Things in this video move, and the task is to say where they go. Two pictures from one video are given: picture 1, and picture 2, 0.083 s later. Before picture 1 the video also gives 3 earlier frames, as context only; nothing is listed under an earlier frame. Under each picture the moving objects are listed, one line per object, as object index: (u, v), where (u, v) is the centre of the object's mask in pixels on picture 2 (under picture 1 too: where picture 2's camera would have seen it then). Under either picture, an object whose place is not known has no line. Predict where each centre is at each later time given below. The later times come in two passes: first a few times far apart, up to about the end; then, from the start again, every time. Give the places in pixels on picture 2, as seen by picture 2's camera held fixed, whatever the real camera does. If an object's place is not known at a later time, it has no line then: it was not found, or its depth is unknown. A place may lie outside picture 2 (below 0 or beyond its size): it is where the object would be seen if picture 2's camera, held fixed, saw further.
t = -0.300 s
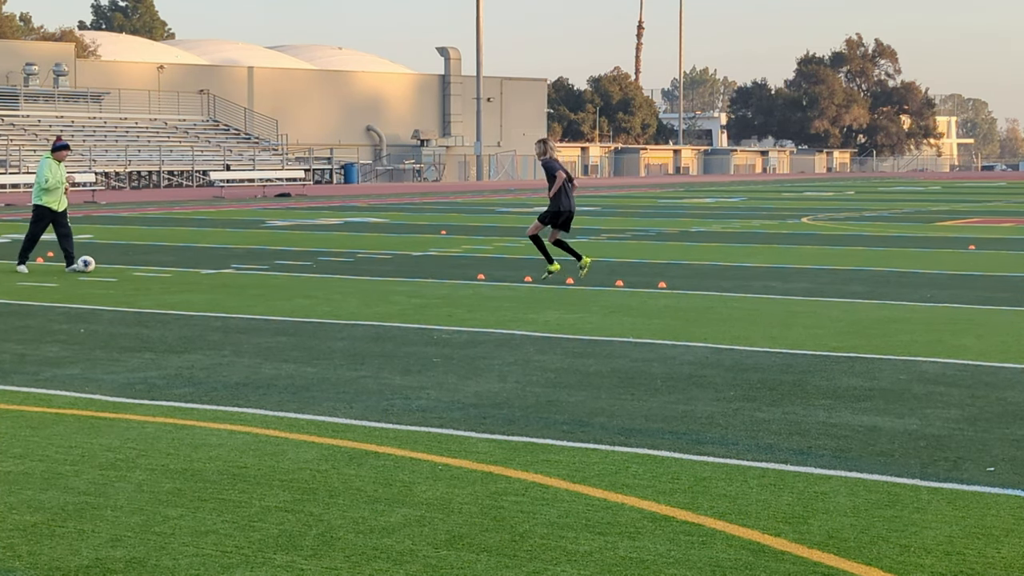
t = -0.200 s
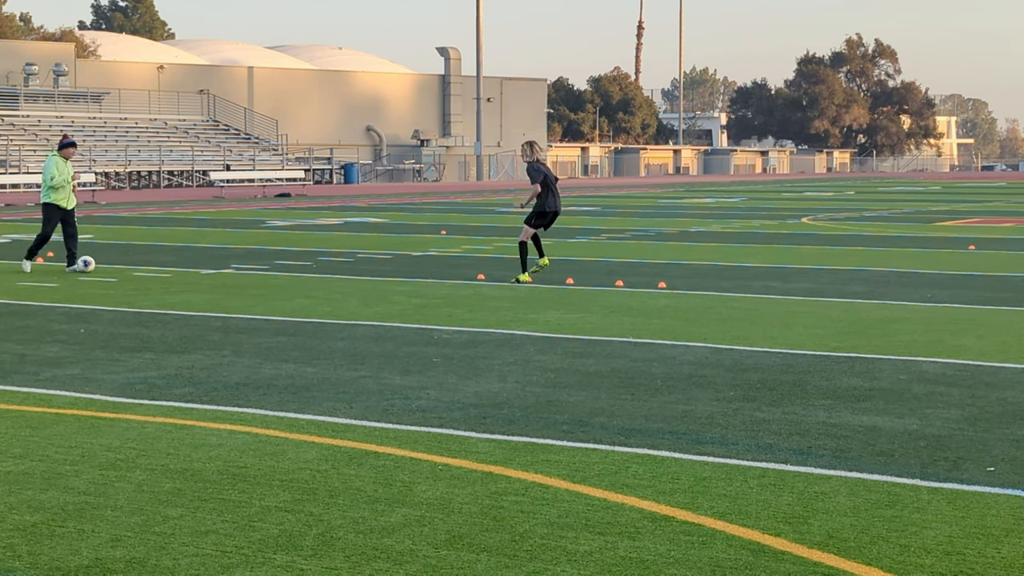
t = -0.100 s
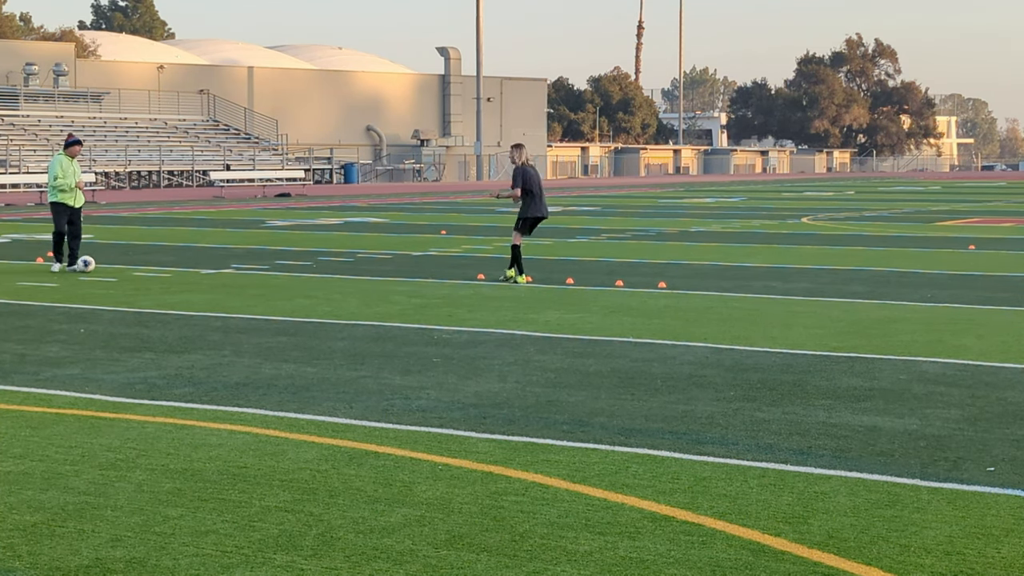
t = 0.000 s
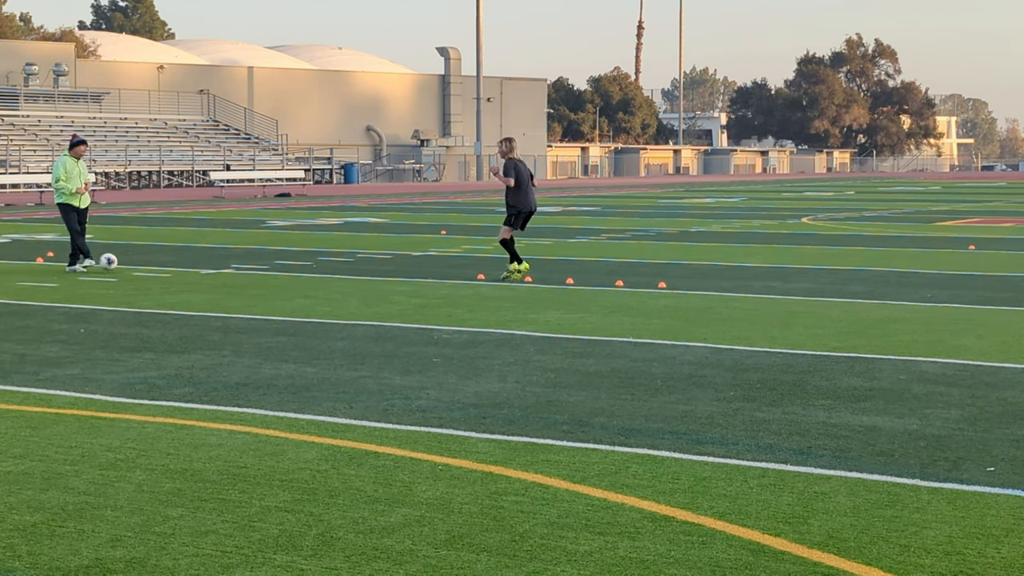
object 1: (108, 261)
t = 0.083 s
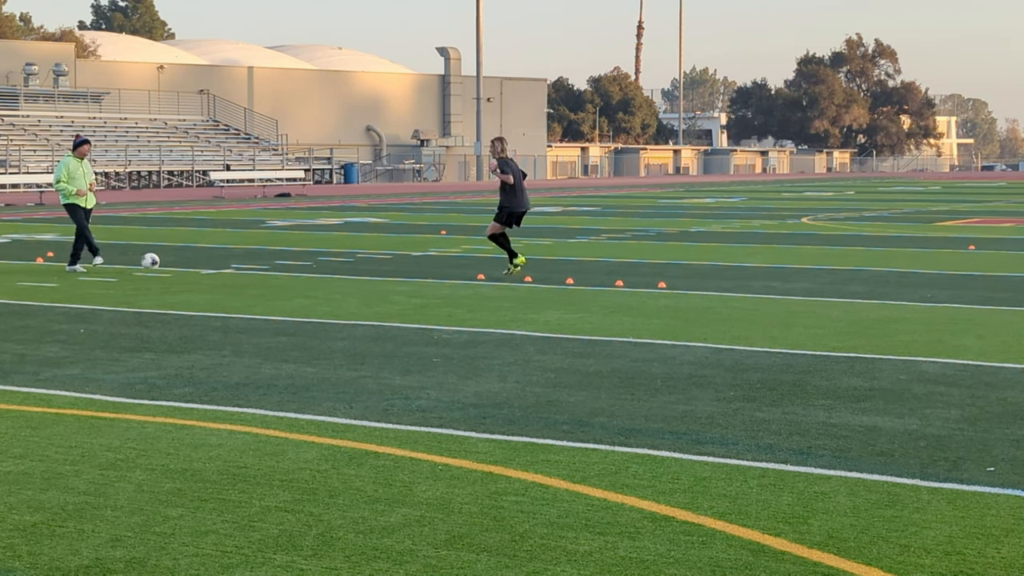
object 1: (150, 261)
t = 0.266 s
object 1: (238, 264)
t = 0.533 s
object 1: (350, 269)
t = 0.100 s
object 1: (159, 261)
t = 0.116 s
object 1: (167, 262)
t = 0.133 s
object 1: (176, 263)
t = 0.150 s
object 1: (184, 264)
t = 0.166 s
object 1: (192, 266)
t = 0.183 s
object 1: (201, 267)
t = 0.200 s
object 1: (208, 266)
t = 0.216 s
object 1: (216, 265)
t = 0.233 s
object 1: (223, 264)
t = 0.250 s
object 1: (231, 264)
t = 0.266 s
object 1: (238, 264)
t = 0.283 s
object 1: (246, 264)
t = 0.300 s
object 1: (253, 264)
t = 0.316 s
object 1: (260, 264)
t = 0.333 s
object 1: (268, 265)
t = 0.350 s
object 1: (276, 266)
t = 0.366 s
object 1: (283, 267)
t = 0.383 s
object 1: (290, 268)
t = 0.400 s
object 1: (297, 269)
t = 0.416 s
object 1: (304, 268)
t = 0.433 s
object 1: (310, 268)
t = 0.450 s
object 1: (317, 267)
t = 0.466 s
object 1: (323, 267)
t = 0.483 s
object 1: (330, 267)
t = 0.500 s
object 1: (337, 267)
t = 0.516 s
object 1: (343, 268)
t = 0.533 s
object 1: (350, 269)
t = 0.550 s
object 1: (357, 270)
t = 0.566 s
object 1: (363, 270)
